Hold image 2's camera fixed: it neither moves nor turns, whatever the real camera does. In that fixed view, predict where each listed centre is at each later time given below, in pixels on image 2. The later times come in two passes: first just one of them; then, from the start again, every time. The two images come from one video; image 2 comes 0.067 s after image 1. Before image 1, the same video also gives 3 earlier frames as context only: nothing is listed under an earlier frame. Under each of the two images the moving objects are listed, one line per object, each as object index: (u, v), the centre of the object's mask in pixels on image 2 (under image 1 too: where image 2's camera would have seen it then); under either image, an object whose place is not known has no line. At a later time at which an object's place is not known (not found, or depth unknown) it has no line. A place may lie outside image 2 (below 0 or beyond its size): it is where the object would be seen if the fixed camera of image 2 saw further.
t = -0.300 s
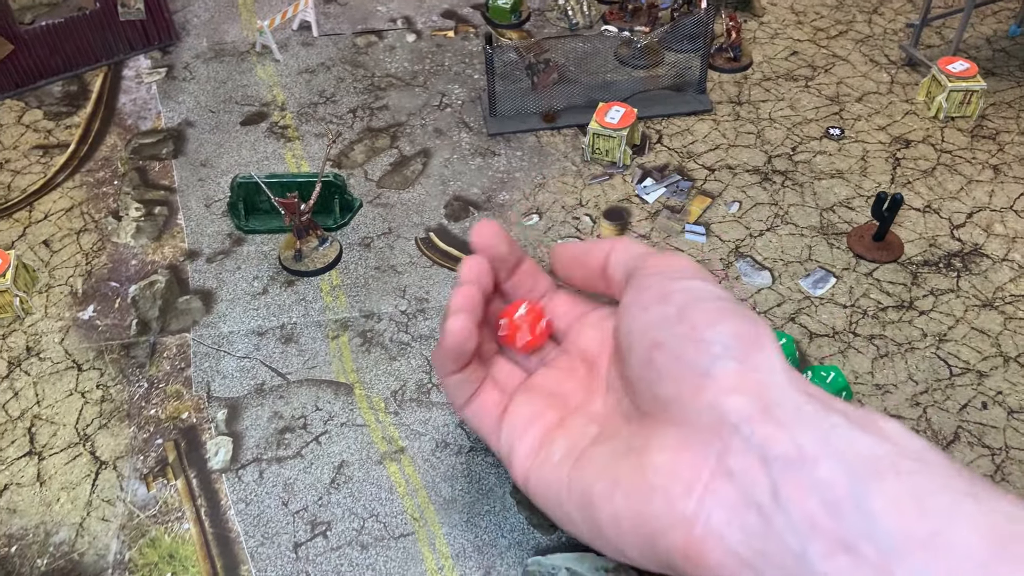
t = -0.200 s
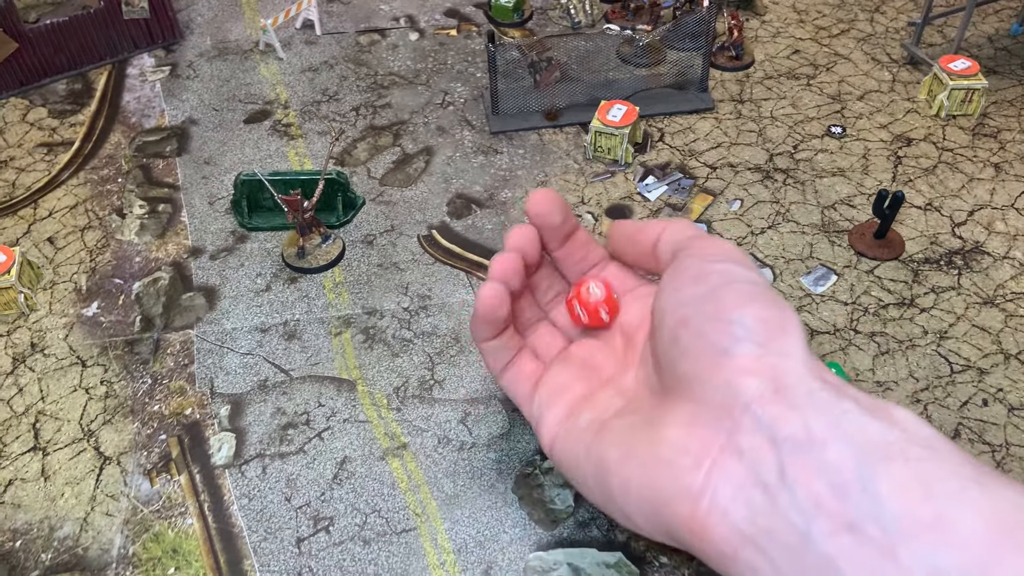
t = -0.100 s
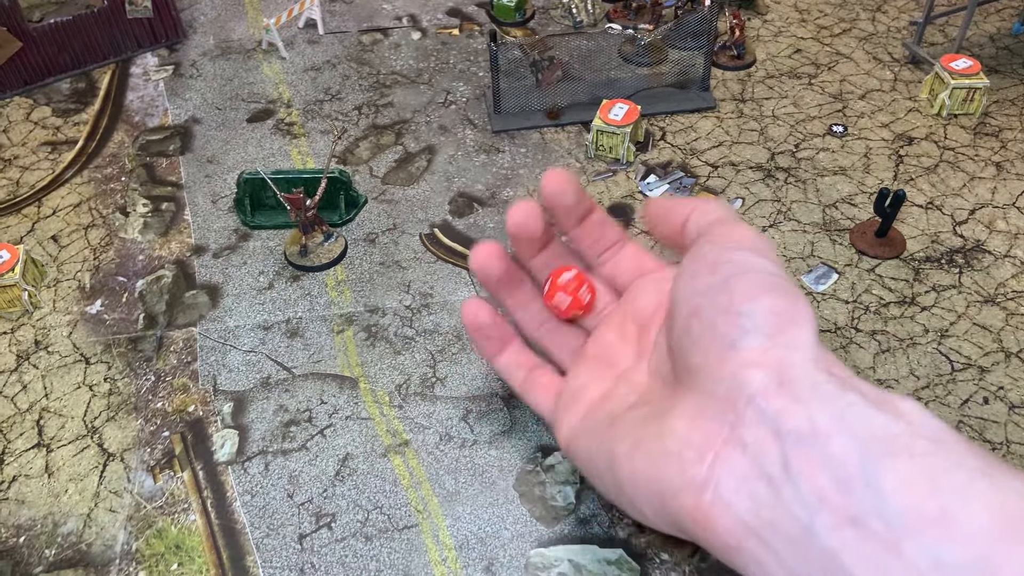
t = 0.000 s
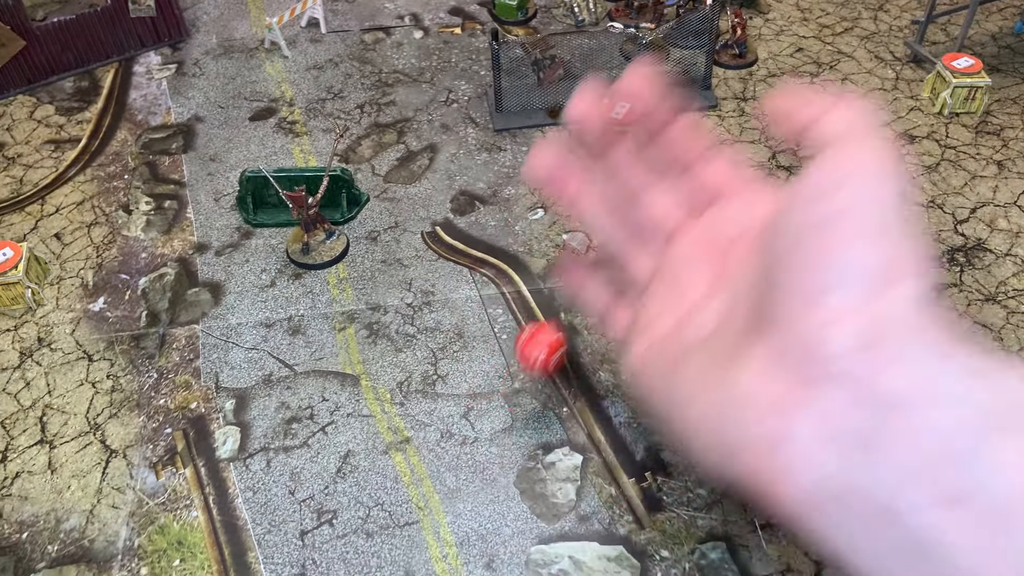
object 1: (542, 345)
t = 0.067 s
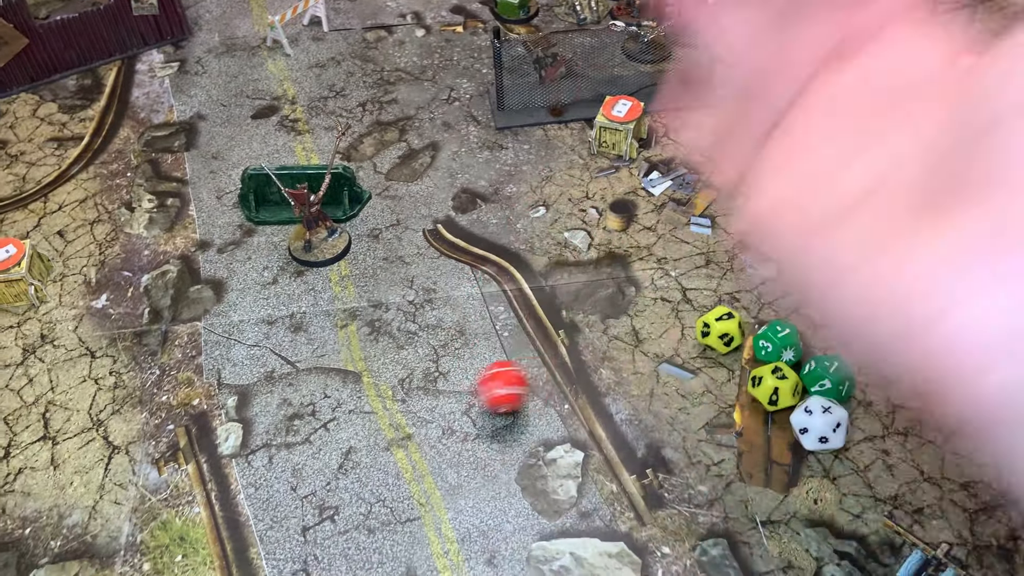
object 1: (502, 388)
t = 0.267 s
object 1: (325, 429)
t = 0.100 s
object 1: (477, 402)
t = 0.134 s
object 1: (445, 410)
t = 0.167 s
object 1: (412, 418)
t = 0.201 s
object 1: (382, 423)
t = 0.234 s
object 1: (353, 427)
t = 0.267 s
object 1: (325, 429)
